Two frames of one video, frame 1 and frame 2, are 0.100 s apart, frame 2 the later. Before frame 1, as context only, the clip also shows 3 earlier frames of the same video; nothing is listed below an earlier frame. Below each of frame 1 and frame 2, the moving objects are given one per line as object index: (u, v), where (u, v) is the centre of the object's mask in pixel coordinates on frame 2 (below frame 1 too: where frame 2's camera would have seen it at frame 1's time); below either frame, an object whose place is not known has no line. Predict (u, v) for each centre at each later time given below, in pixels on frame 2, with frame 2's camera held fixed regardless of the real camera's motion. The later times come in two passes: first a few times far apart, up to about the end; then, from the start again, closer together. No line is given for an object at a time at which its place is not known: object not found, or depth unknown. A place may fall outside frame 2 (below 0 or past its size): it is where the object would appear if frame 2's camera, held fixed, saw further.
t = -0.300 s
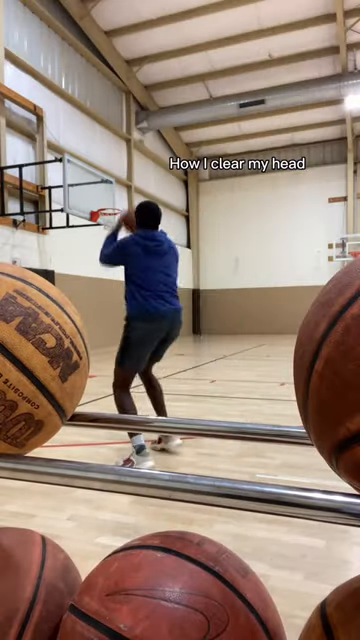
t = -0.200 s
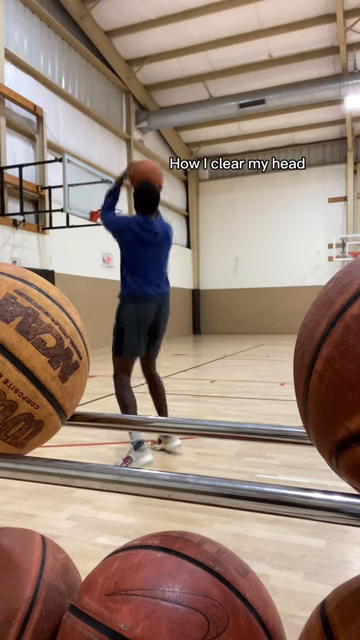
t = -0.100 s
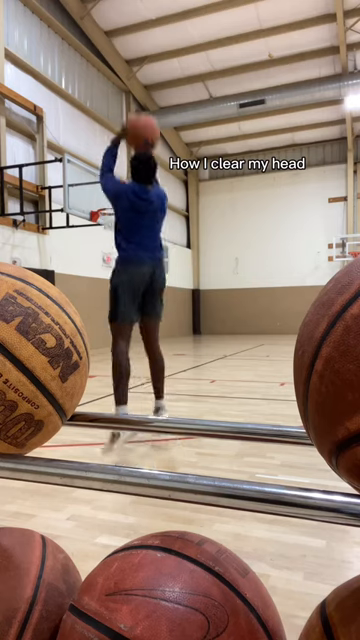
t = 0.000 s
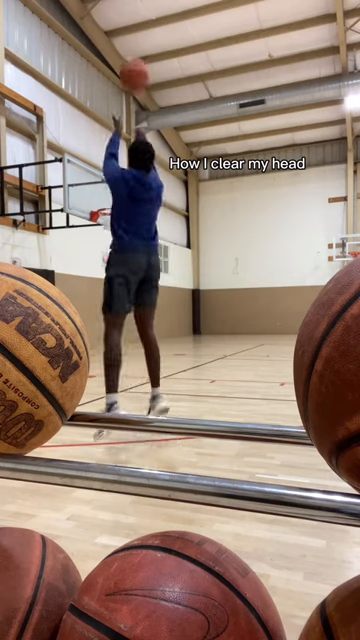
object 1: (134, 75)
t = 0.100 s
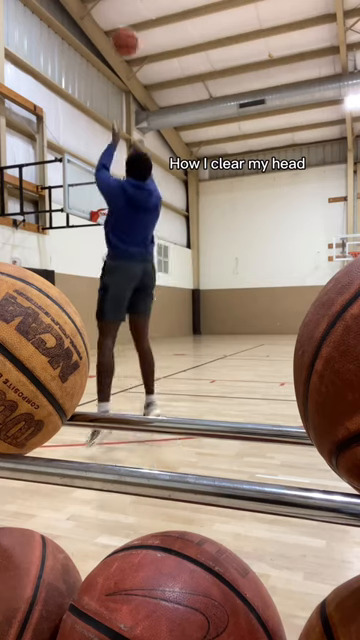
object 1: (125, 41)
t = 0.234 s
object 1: (119, 33)
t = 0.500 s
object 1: (110, 70)
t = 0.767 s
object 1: (108, 152)
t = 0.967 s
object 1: (107, 220)
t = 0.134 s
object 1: (124, 37)
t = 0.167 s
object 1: (123, 34)
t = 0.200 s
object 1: (120, 33)
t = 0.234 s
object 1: (119, 33)
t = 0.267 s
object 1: (117, 34)
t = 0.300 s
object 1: (116, 37)
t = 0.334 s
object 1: (116, 39)
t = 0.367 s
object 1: (114, 45)
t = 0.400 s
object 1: (113, 50)
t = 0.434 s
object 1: (112, 58)
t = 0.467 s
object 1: (111, 64)
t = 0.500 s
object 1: (110, 70)
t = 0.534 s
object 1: (111, 80)
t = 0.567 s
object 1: (111, 88)
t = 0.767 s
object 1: (108, 152)
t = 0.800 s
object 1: (108, 162)
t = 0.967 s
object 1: (107, 220)
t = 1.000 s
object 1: (107, 220)
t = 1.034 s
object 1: (109, 221)
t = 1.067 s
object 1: (110, 221)
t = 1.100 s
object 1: (111, 222)
